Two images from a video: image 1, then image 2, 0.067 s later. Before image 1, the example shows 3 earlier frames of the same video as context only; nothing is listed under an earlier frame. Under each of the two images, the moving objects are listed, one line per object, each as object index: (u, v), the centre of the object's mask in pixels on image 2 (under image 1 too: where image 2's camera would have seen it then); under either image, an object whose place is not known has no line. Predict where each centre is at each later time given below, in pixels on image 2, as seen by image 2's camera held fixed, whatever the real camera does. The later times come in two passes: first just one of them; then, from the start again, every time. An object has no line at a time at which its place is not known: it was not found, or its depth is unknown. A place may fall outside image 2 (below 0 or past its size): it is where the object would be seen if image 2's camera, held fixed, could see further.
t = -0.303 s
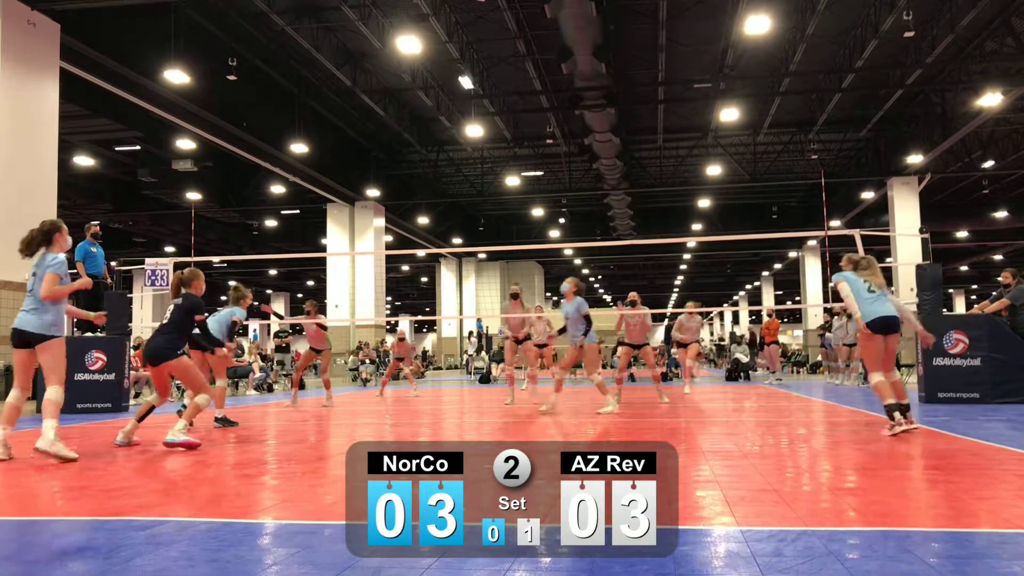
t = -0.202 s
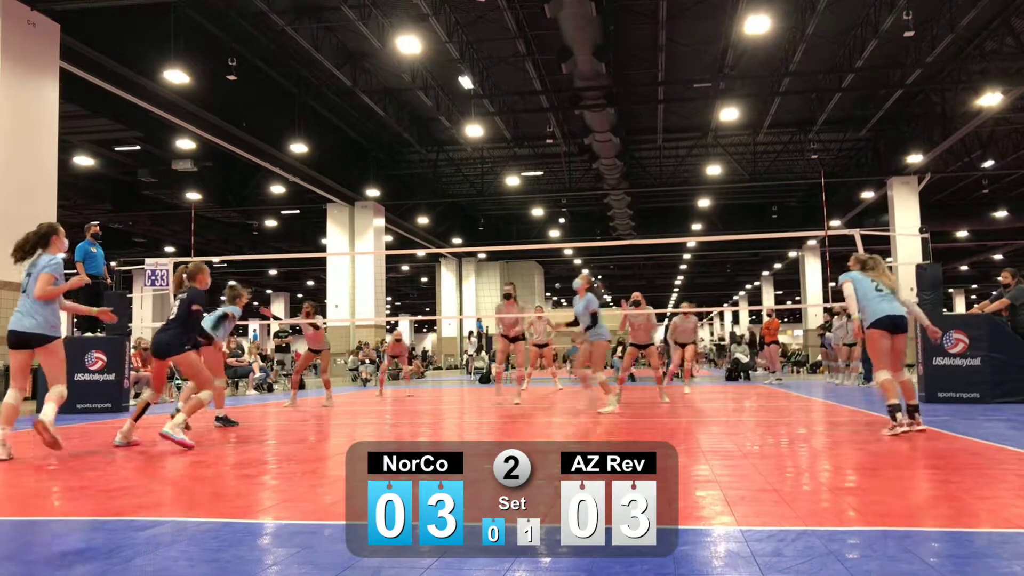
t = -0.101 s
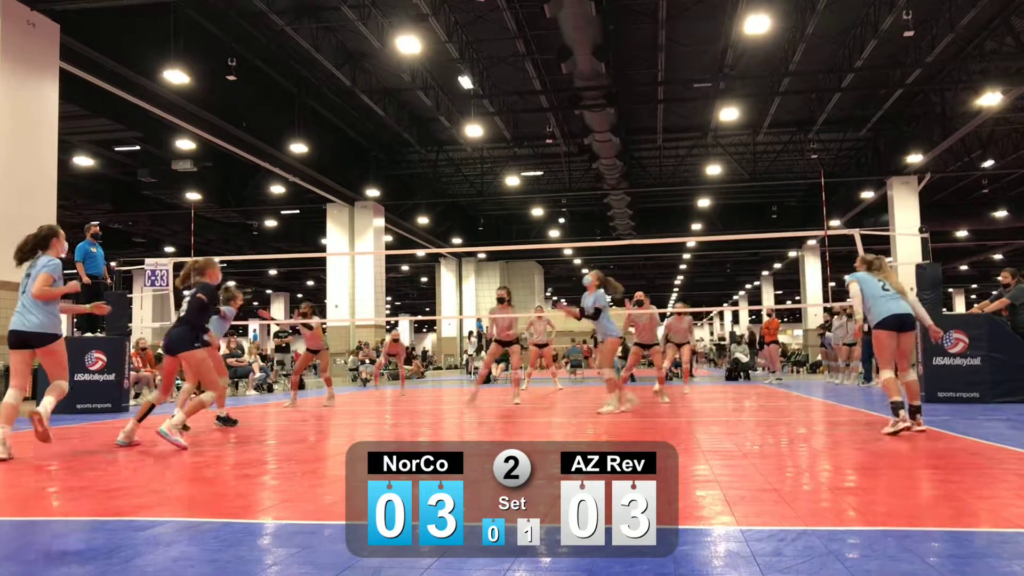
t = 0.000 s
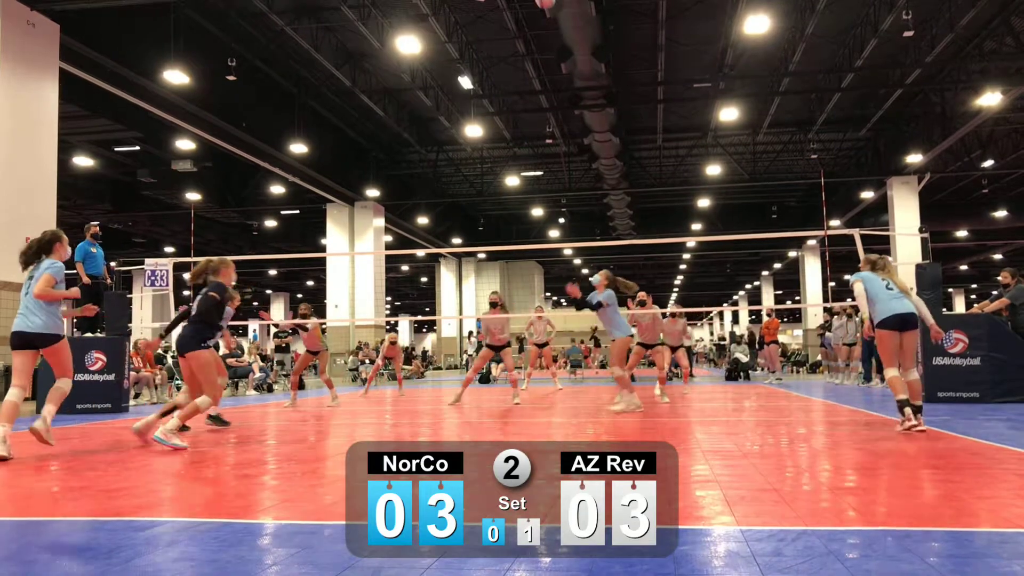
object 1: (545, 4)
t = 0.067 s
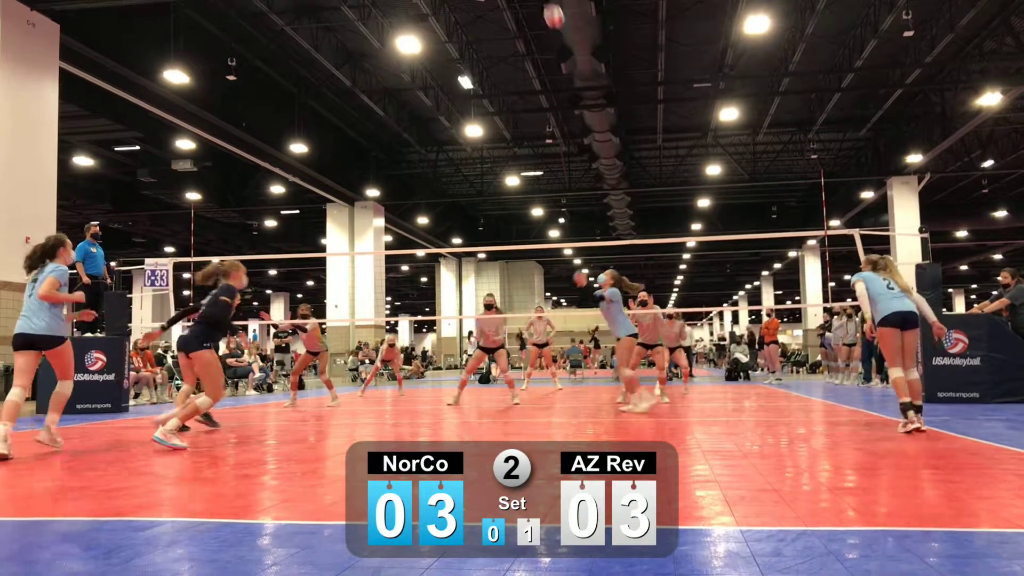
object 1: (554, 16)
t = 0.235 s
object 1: (578, 78)
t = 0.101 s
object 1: (559, 27)
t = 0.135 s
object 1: (564, 39)
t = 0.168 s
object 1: (569, 52)
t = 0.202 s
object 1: (573, 64)
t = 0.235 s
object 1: (578, 78)
